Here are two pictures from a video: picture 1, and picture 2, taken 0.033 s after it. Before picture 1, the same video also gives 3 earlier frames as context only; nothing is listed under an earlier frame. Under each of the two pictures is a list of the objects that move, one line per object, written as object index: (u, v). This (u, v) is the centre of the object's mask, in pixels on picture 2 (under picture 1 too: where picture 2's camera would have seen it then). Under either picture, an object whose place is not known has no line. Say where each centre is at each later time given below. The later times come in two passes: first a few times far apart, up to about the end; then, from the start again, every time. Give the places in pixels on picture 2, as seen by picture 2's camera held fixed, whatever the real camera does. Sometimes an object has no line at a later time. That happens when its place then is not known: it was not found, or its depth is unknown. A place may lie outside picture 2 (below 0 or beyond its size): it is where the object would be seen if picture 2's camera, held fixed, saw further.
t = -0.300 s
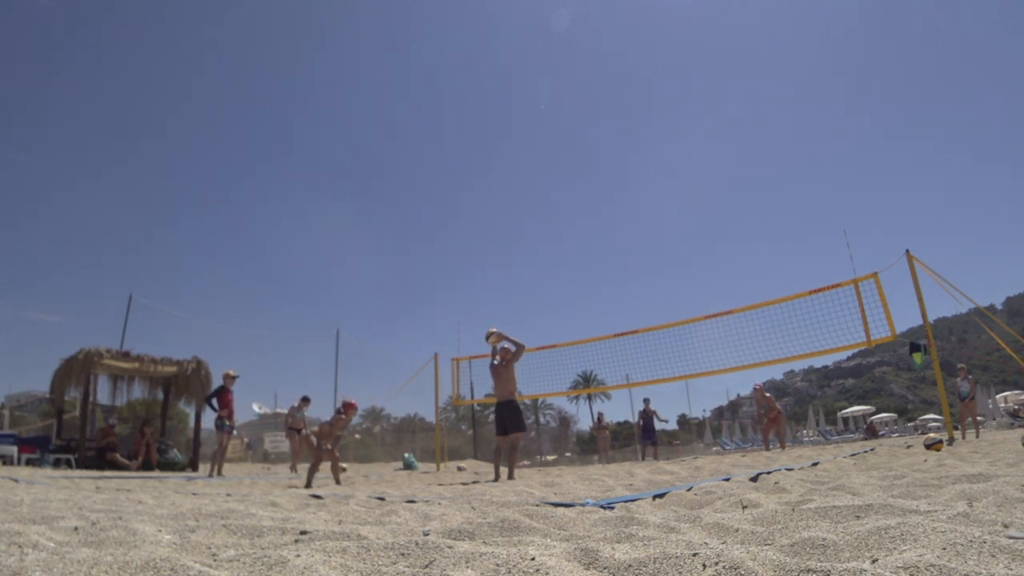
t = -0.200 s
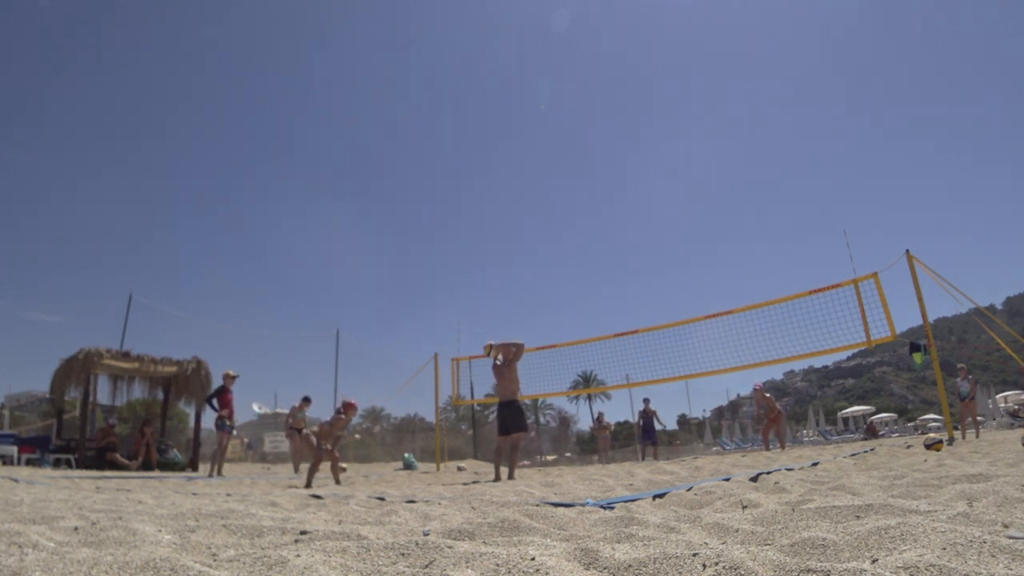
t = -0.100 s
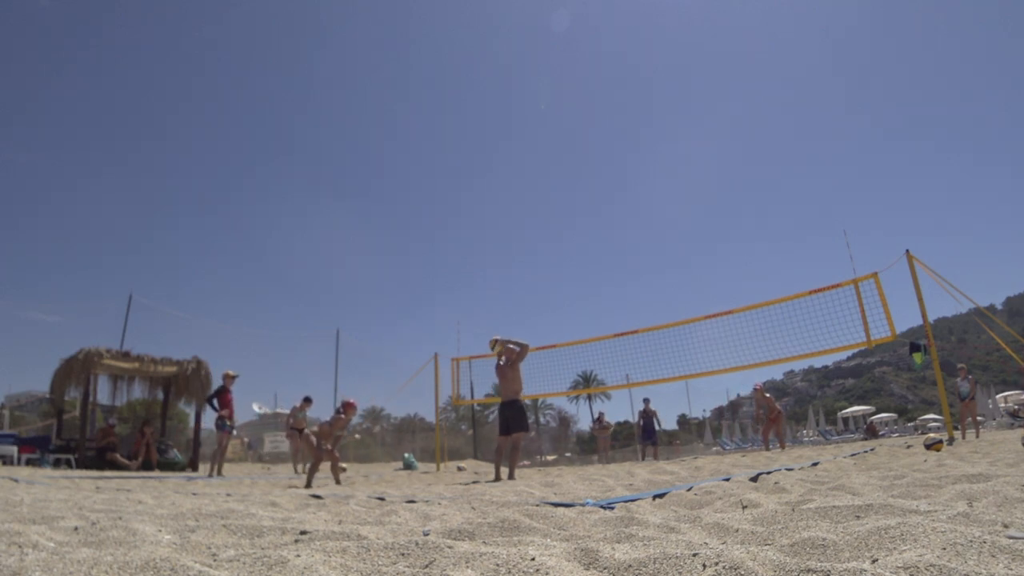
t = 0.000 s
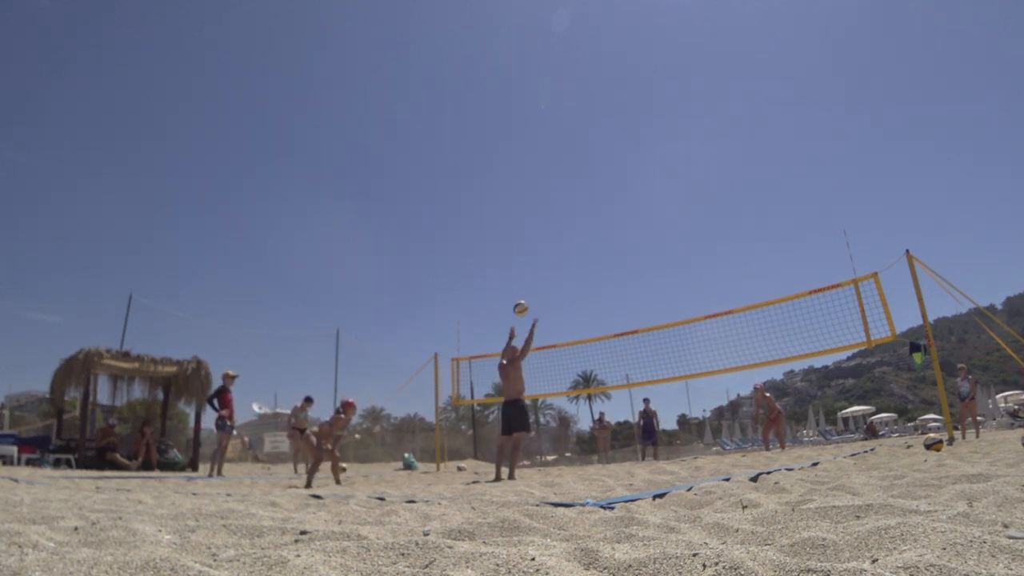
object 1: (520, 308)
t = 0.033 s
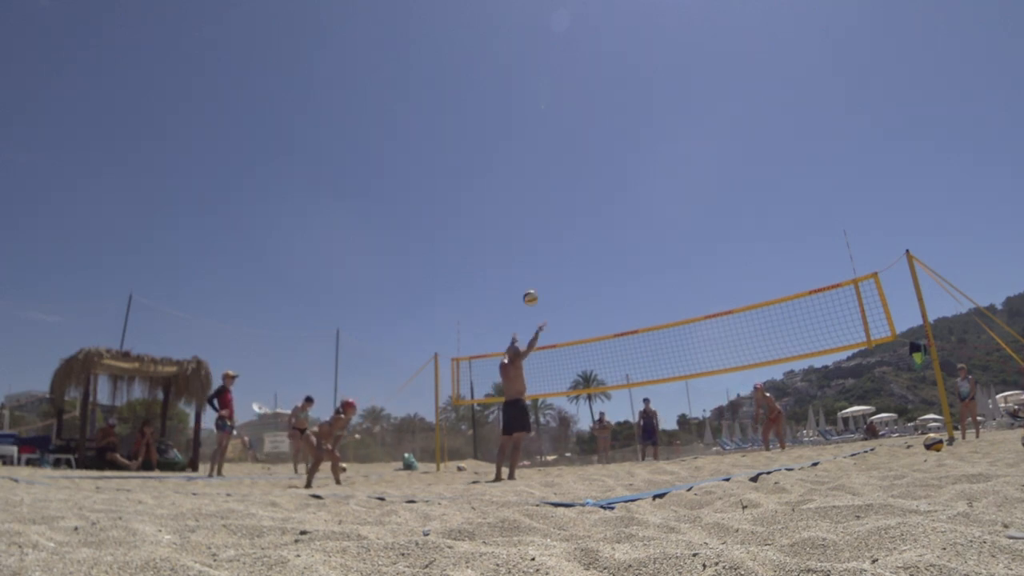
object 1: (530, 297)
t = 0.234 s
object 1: (580, 256)
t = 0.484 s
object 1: (632, 244)
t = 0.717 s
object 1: (675, 264)
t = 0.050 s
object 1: (535, 293)
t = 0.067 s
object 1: (539, 288)
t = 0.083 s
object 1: (544, 284)
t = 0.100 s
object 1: (548, 280)
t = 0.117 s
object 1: (552, 276)
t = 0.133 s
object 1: (556, 272)
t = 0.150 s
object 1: (561, 269)
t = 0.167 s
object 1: (565, 266)
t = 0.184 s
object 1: (569, 263)
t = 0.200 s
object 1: (573, 261)
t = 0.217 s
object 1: (577, 258)
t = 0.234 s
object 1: (580, 256)
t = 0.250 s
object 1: (584, 254)
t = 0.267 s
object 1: (588, 252)
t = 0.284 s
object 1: (591, 250)
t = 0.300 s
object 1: (595, 249)
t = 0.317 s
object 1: (598, 248)
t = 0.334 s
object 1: (602, 247)
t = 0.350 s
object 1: (606, 246)
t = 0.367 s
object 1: (609, 245)
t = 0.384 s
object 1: (612, 244)
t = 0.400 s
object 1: (616, 244)
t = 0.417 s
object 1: (619, 244)
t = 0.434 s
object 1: (622, 244)
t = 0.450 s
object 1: (625, 244)
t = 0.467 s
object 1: (629, 244)
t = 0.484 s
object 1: (632, 244)
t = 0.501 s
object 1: (635, 245)
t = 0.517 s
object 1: (638, 245)
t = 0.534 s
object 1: (641, 246)
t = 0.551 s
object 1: (644, 247)
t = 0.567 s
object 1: (647, 248)
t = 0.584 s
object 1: (651, 250)
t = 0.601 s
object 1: (654, 251)
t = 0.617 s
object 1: (657, 253)
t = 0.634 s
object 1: (660, 254)
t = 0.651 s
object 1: (663, 256)
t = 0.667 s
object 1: (666, 257)
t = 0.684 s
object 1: (668, 260)
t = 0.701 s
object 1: (671, 262)
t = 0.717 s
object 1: (675, 264)
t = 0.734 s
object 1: (678, 266)
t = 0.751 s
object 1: (680, 269)
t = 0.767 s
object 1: (683, 271)
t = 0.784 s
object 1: (686, 274)
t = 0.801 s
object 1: (689, 276)
